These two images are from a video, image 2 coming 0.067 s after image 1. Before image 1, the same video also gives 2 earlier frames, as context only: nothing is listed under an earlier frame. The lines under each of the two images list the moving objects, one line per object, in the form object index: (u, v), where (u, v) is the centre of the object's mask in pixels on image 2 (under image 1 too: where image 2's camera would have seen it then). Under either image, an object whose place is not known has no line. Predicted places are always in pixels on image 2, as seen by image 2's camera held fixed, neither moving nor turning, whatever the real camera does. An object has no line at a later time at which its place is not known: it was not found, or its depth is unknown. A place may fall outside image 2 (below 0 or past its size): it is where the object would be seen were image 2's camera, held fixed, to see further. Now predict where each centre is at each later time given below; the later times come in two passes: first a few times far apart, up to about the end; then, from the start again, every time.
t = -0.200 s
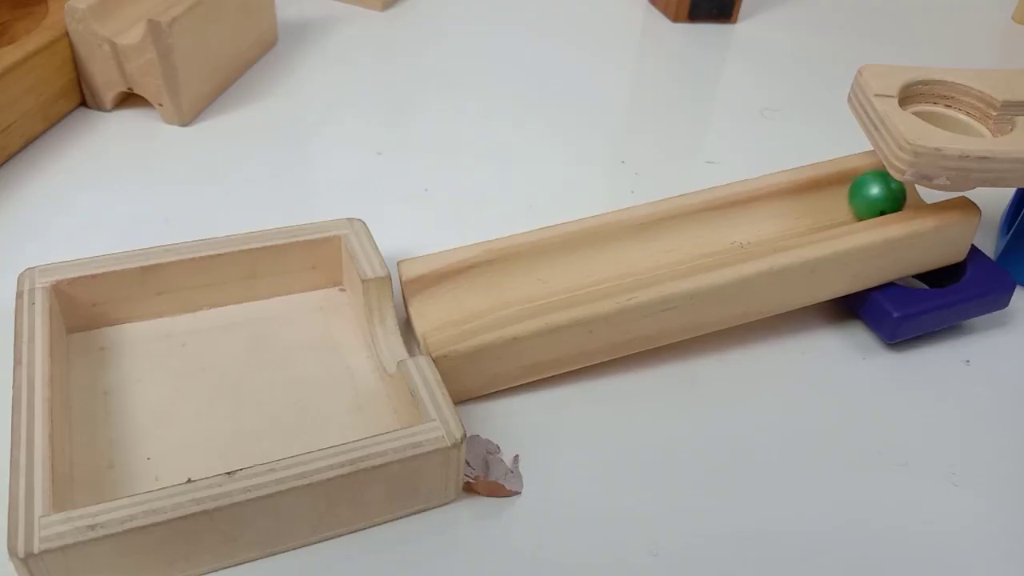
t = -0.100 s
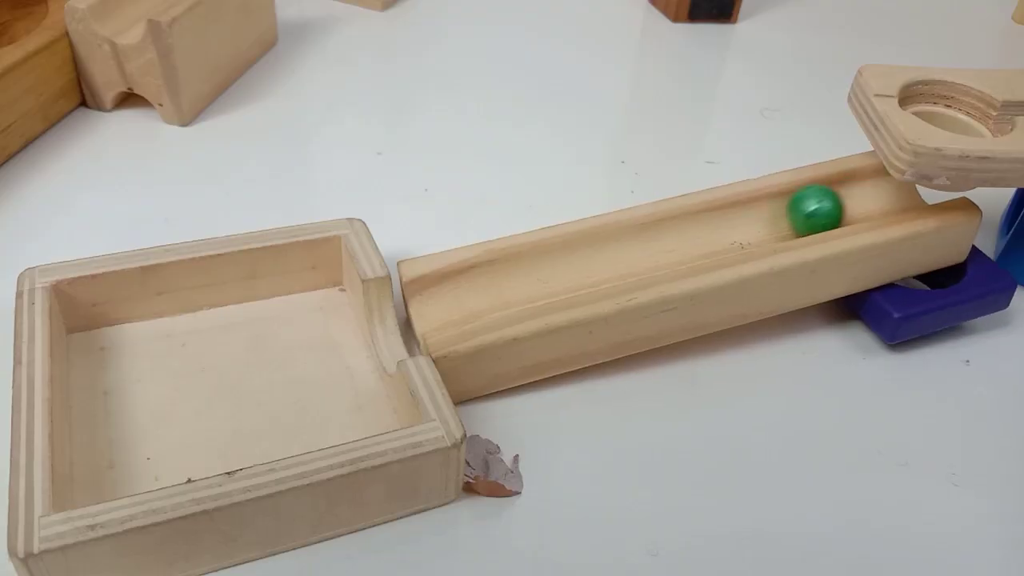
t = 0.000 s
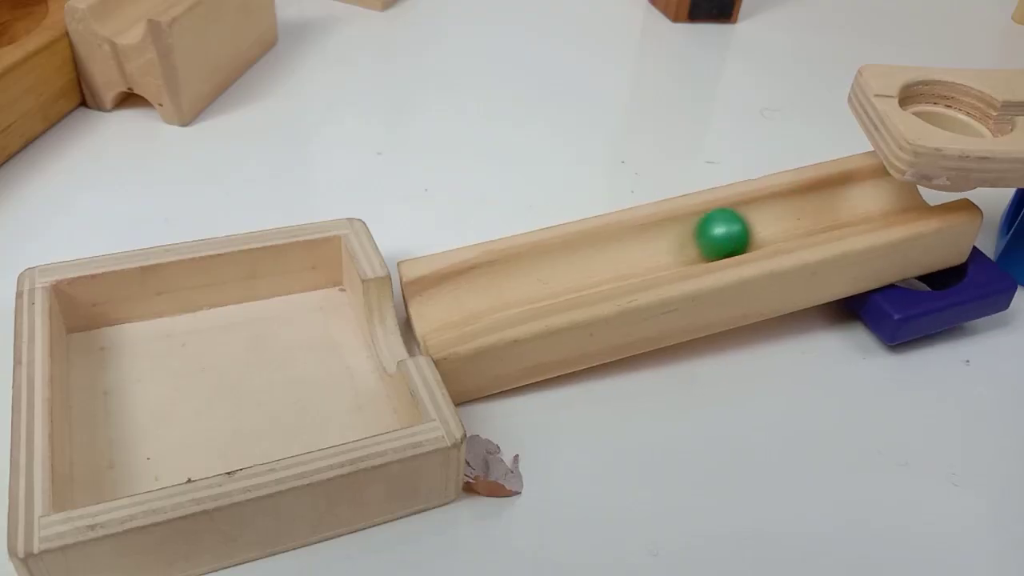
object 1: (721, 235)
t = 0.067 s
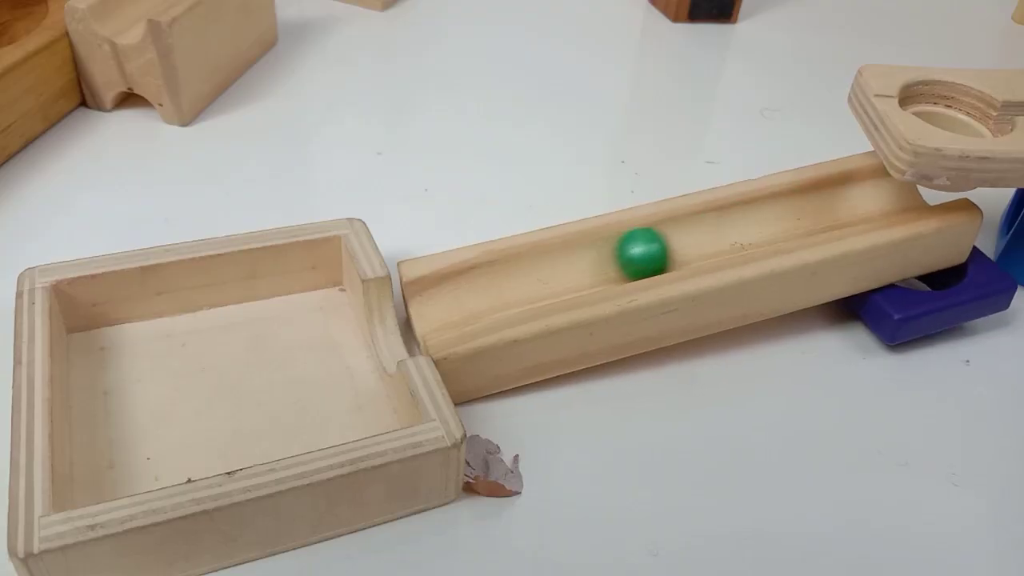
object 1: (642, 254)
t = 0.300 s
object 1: (237, 374)
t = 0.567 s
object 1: (220, 407)
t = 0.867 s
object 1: (362, 415)
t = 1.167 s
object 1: (360, 422)
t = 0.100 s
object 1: (595, 265)
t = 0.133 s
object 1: (545, 277)
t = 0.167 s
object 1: (491, 291)
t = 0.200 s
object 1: (431, 306)
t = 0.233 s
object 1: (369, 326)
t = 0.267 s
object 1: (306, 356)
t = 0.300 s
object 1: (237, 374)
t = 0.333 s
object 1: (165, 393)
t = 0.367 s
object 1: (102, 410)
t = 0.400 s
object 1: (132, 407)
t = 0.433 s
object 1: (151, 405)
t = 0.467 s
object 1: (169, 404)
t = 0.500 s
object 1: (186, 404)
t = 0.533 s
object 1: (203, 405)
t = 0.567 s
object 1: (220, 407)
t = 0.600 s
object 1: (238, 409)
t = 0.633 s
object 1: (255, 411)
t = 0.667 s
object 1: (271, 413)
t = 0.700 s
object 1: (289, 415)
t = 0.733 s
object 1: (306, 416)
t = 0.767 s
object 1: (323, 416)
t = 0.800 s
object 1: (340, 415)
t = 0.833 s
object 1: (358, 413)
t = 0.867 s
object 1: (362, 415)
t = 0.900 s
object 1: (360, 417)
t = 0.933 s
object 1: (359, 419)
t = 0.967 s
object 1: (358, 421)
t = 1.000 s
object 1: (357, 422)
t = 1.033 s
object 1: (356, 423)
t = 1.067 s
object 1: (357, 424)
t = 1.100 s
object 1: (357, 424)
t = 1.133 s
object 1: (358, 423)
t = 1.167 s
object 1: (360, 422)
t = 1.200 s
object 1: (363, 421)
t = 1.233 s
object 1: (367, 420)
